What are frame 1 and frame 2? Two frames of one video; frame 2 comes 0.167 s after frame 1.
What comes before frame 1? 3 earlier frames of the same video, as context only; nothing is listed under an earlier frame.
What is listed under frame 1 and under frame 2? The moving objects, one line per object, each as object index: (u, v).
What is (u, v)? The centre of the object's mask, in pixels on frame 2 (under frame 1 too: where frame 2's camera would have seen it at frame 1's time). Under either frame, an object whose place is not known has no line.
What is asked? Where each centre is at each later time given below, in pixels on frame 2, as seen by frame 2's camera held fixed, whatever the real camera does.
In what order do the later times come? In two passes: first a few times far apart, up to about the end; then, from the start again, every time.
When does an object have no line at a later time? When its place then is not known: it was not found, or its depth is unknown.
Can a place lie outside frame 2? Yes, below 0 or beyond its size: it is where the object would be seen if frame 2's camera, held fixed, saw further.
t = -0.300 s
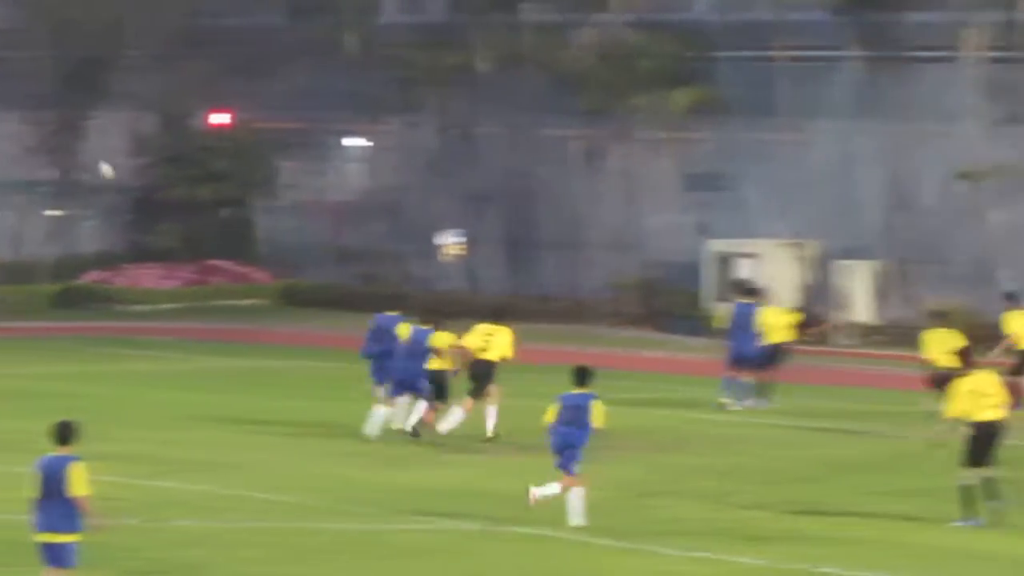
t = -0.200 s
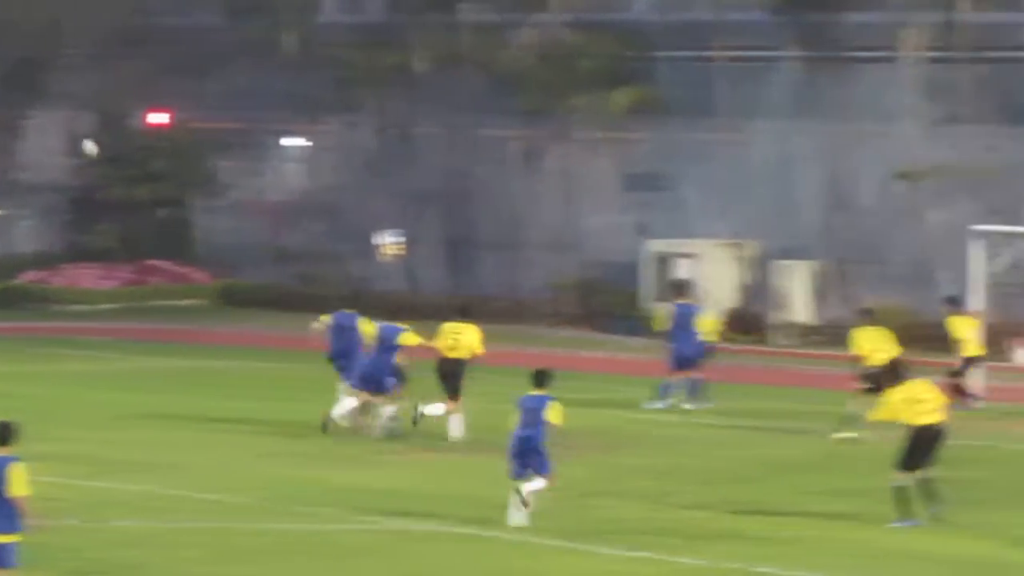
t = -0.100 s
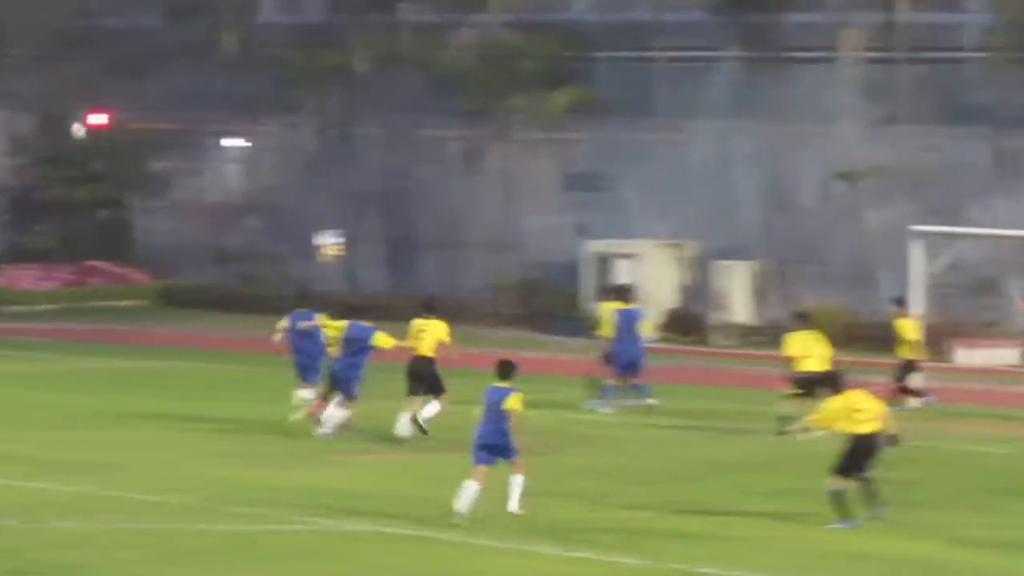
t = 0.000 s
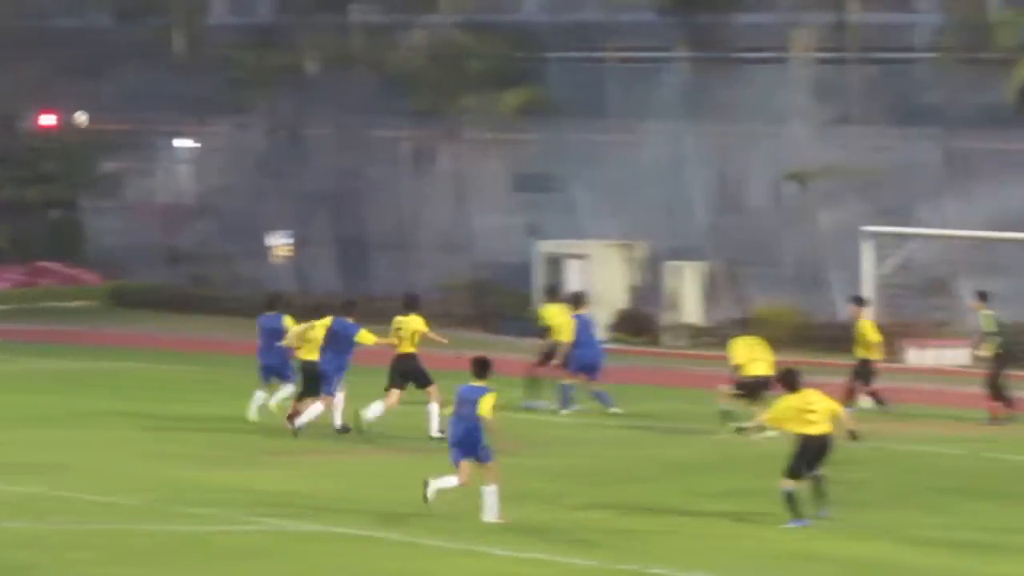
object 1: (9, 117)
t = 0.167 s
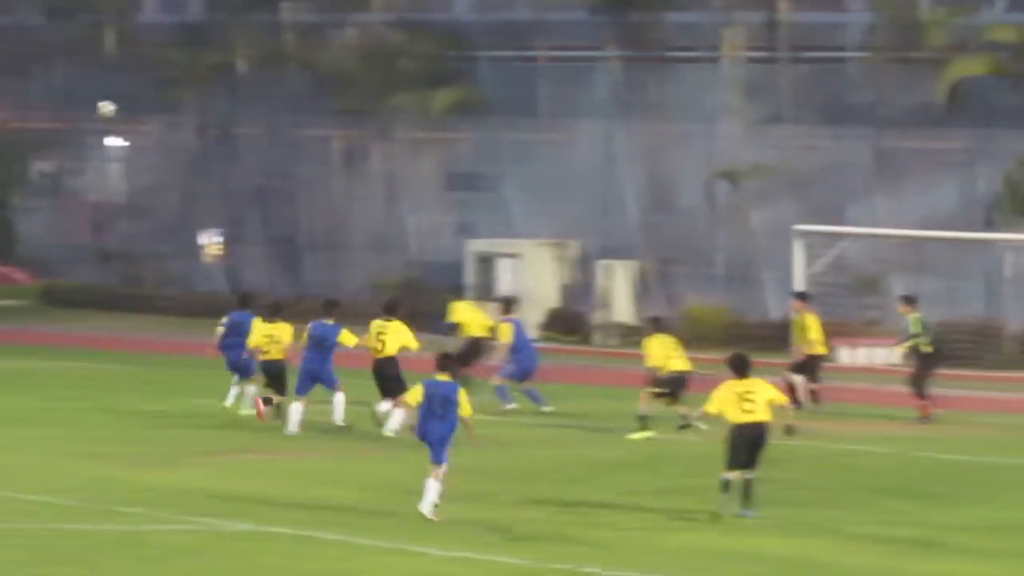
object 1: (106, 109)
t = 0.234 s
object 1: (147, 109)
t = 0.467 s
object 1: (298, 132)
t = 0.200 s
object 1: (127, 109)
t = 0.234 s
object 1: (147, 109)
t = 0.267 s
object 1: (168, 110)
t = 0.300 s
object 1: (189, 112)
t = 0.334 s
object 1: (210, 115)
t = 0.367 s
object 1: (231, 119)
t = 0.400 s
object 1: (253, 122)
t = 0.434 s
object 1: (276, 127)
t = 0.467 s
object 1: (298, 132)
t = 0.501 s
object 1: (322, 138)
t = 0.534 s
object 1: (344, 145)
